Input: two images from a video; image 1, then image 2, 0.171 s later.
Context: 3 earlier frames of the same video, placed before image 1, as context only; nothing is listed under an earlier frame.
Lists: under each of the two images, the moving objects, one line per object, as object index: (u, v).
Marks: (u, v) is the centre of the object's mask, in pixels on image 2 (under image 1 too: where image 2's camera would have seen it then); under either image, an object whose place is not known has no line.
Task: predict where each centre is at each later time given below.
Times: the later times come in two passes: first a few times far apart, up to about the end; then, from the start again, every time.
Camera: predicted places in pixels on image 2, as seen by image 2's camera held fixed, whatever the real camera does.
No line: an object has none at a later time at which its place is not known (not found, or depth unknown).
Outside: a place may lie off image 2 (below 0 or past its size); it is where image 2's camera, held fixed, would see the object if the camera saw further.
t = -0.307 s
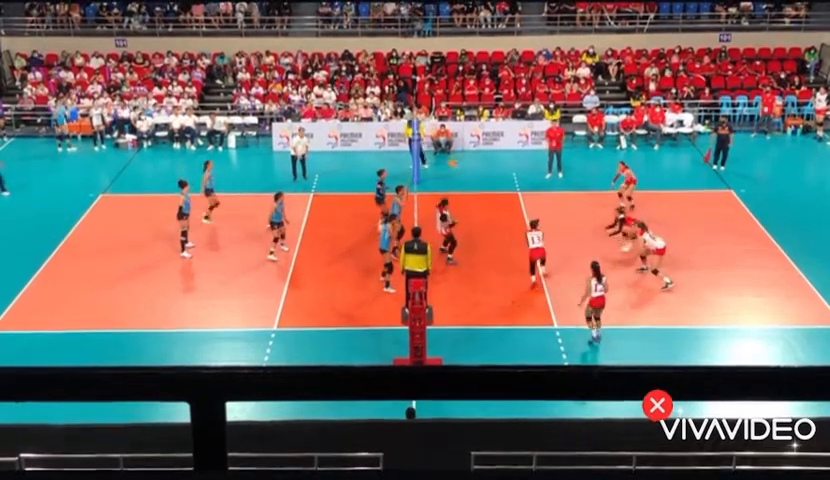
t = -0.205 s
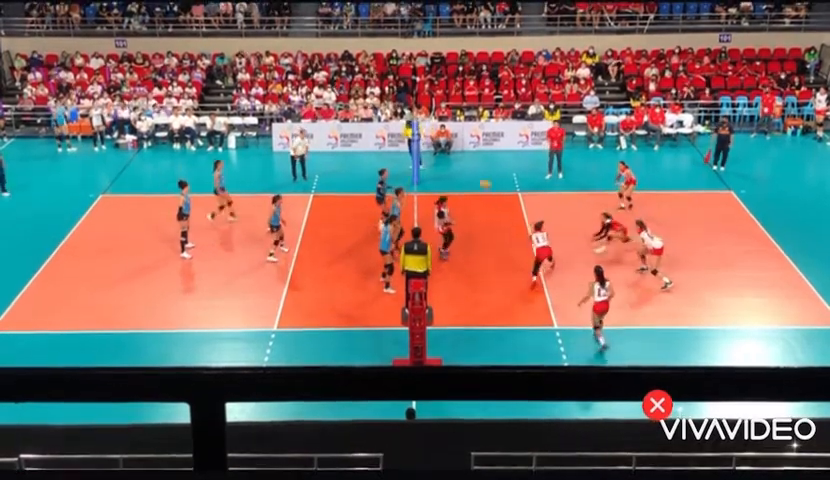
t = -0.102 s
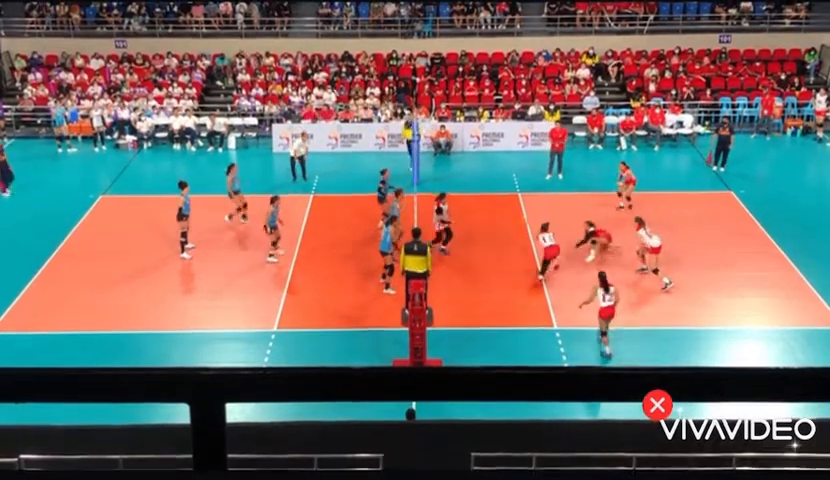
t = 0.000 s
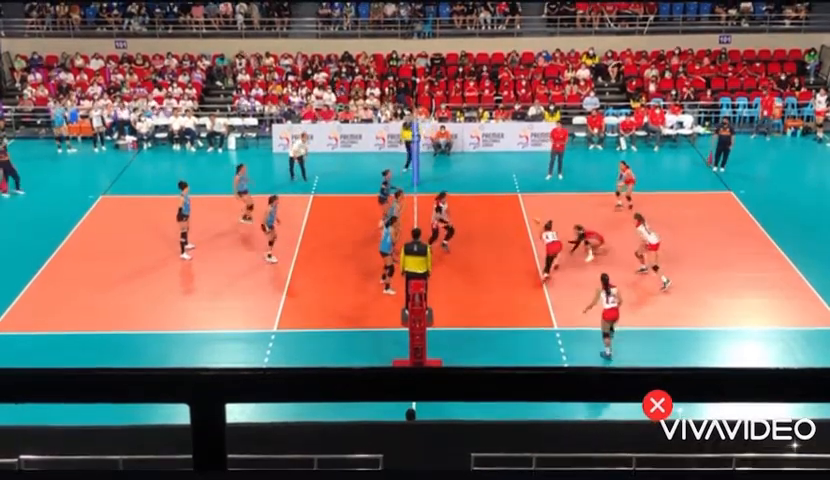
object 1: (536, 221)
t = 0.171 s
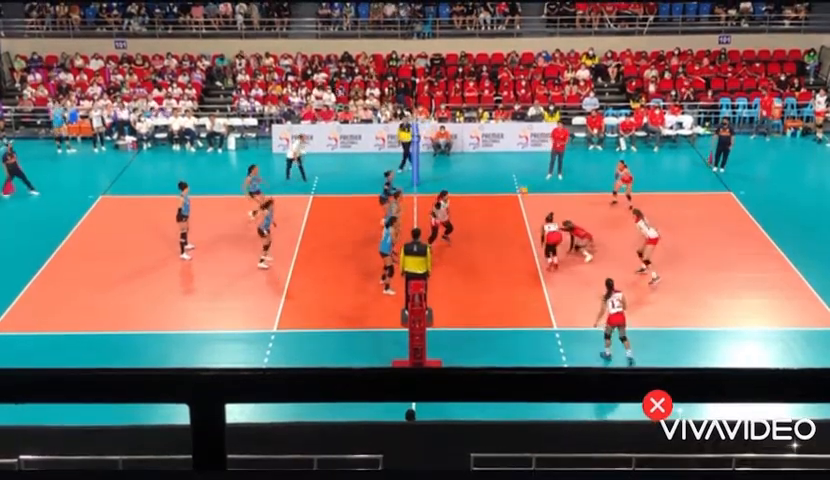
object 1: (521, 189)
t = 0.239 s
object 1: (517, 182)
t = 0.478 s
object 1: (500, 162)
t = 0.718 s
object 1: (481, 164)
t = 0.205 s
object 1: (518, 185)
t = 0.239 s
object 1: (517, 182)
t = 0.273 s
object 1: (516, 179)
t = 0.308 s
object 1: (513, 173)
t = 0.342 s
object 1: (510, 171)
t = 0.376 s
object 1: (507, 167)
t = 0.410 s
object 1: (505, 164)
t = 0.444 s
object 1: (502, 164)
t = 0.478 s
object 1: (500, 162)
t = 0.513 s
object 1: (496, 160)
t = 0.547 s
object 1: (494, 160)
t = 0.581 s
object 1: (491, 161)
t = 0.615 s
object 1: (488, 160)
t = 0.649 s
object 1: (487, 161)
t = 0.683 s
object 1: (485, 162)
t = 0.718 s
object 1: (481, 164)
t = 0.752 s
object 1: (478, 165)
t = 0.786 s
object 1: (477, 166)
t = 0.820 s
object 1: (474, 169)
